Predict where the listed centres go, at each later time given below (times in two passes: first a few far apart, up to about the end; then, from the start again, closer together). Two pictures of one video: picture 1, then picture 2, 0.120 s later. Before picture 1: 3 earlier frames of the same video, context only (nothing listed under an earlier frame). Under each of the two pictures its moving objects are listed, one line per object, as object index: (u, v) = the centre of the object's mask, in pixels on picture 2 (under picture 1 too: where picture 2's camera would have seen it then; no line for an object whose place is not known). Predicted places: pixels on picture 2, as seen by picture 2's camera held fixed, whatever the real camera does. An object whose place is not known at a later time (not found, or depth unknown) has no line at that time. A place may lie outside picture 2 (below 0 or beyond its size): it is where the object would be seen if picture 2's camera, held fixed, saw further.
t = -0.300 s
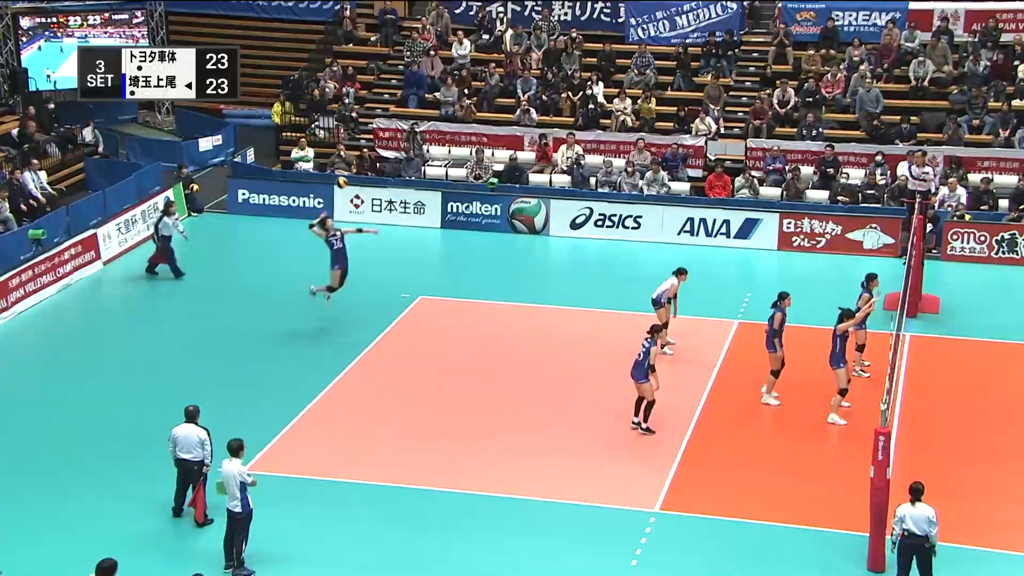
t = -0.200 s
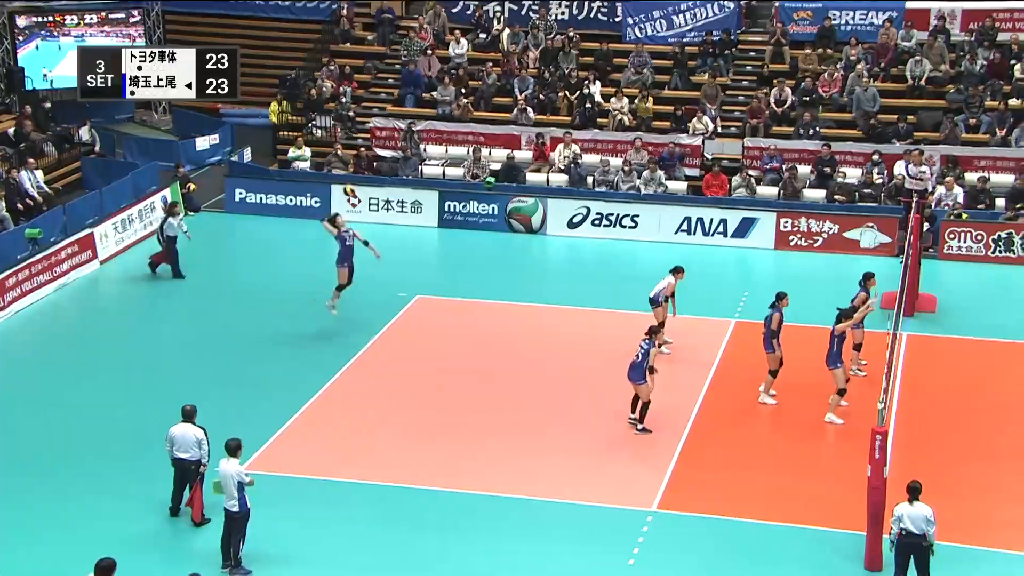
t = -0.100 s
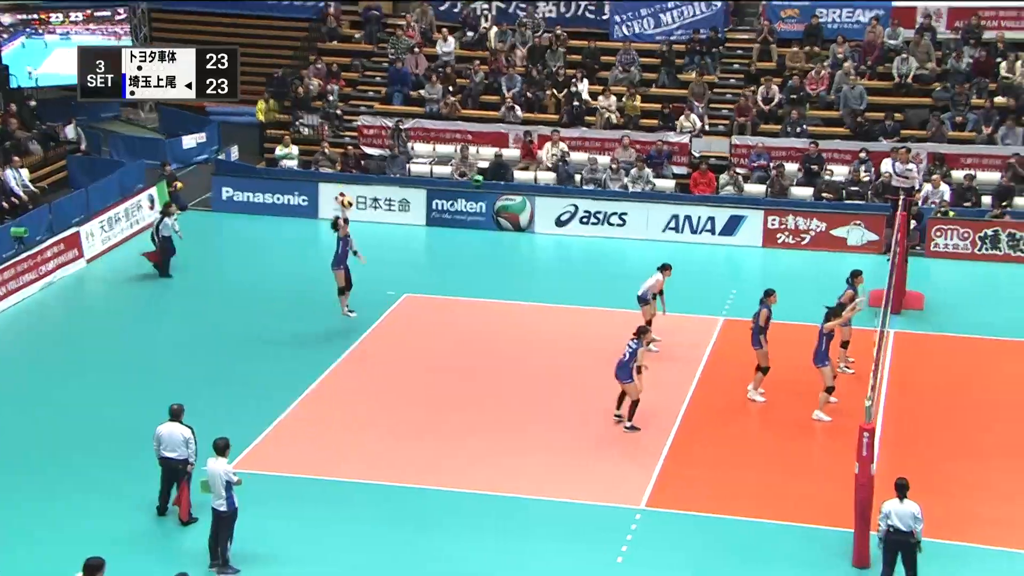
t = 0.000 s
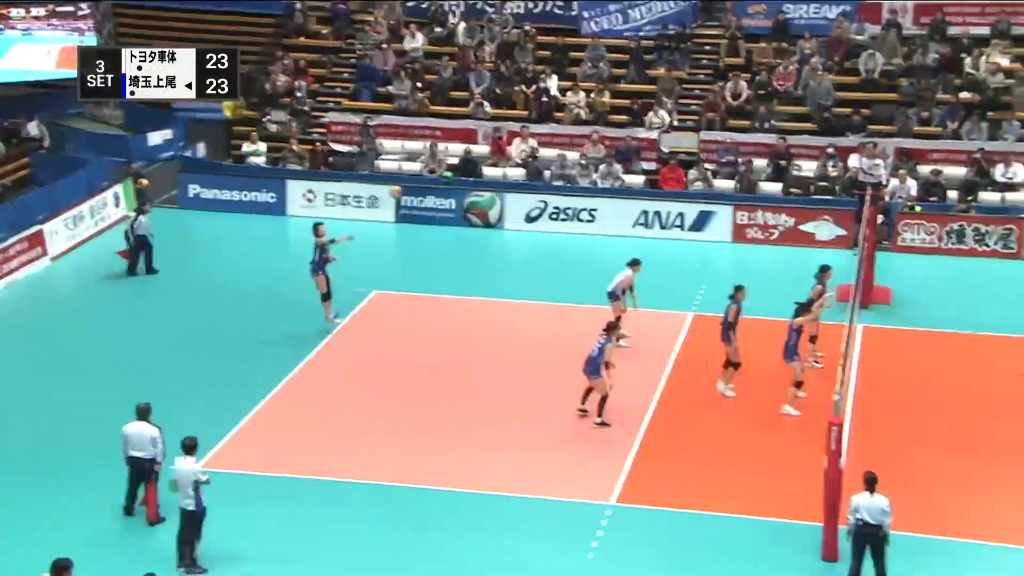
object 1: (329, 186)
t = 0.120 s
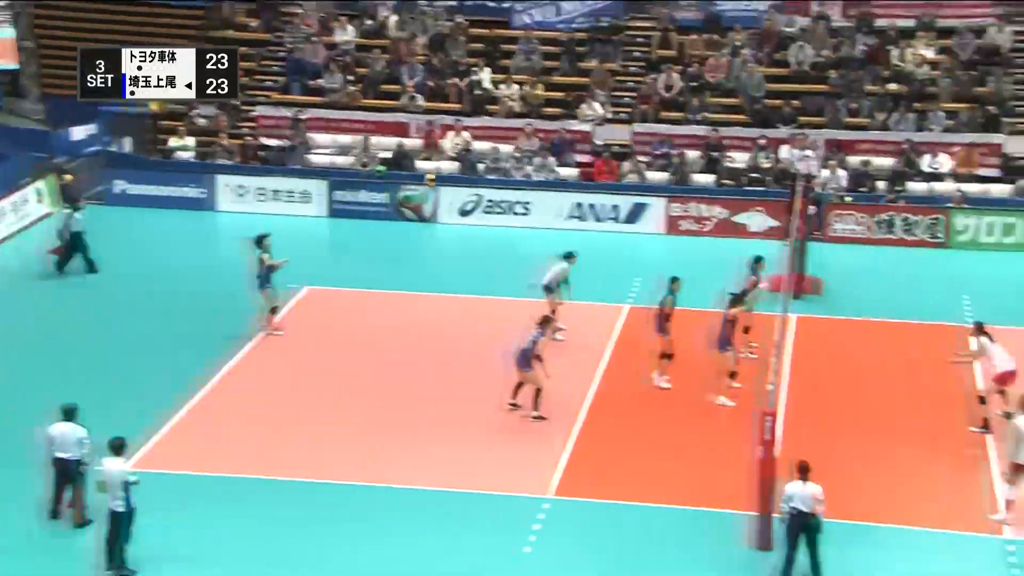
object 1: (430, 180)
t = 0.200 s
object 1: (502, 180)
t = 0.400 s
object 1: (685, 199)
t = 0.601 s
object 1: (873, 245)
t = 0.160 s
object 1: (470, 179)
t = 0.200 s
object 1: (502, 180)
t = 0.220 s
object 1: (518, 180)
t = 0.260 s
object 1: (559, 183)
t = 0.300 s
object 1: (593, 186)
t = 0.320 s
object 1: (609, 188)
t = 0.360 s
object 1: (651, 193)
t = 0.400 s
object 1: (685, 199)
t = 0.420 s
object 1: (701, 202)
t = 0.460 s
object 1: (742, 210)
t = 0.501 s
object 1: (778, 218)
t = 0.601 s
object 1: (873, 245)
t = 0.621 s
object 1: (892, 251)
